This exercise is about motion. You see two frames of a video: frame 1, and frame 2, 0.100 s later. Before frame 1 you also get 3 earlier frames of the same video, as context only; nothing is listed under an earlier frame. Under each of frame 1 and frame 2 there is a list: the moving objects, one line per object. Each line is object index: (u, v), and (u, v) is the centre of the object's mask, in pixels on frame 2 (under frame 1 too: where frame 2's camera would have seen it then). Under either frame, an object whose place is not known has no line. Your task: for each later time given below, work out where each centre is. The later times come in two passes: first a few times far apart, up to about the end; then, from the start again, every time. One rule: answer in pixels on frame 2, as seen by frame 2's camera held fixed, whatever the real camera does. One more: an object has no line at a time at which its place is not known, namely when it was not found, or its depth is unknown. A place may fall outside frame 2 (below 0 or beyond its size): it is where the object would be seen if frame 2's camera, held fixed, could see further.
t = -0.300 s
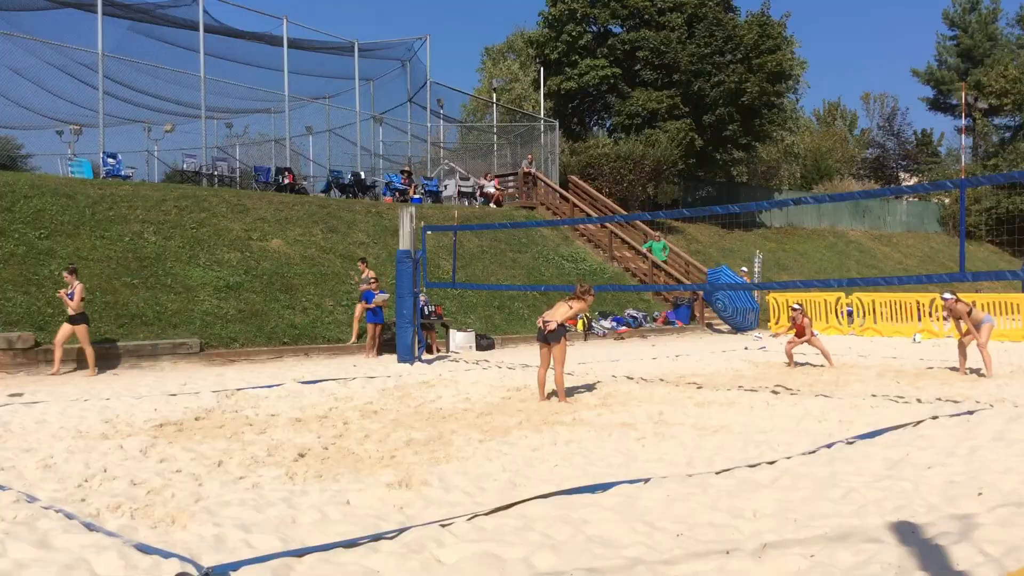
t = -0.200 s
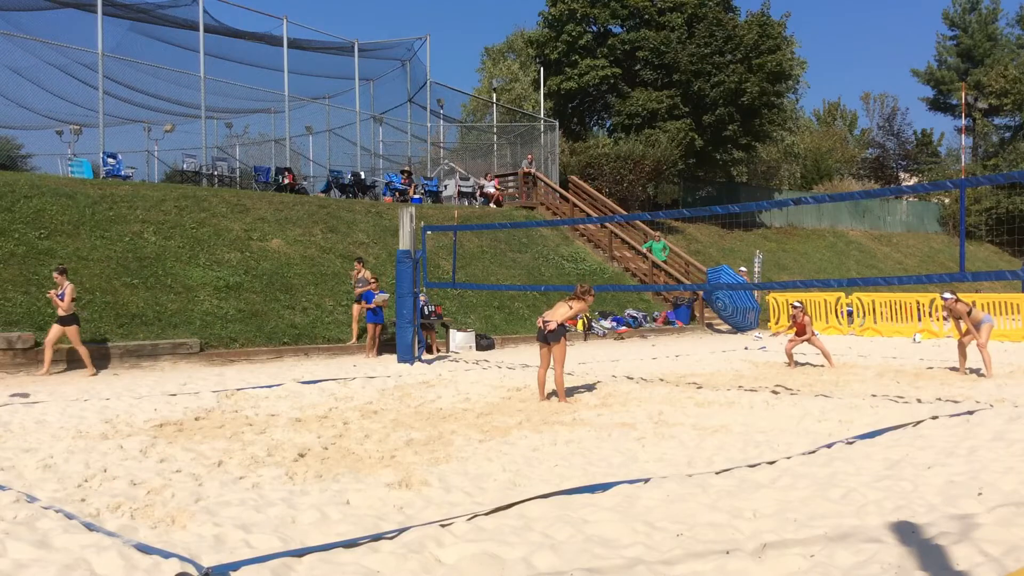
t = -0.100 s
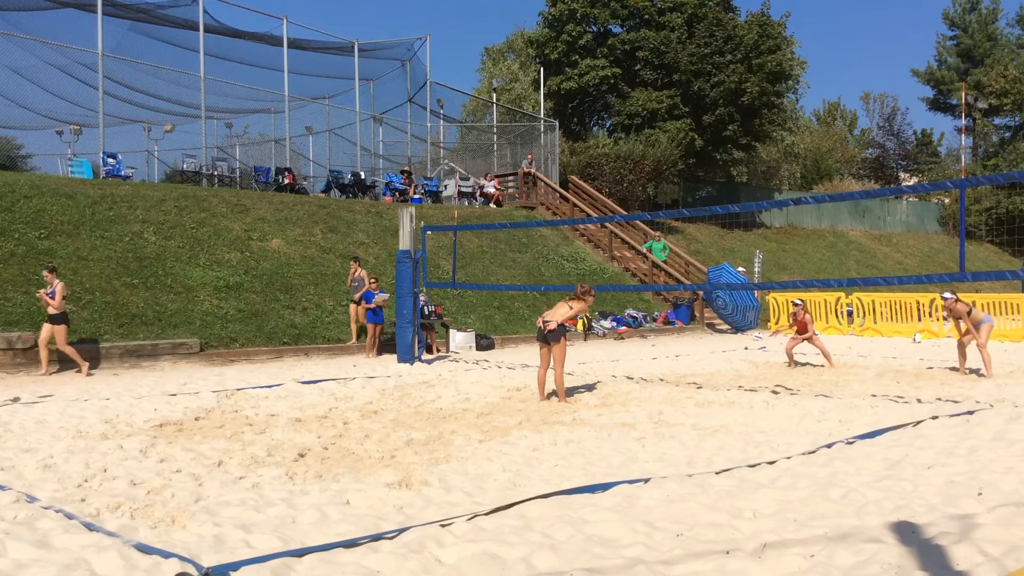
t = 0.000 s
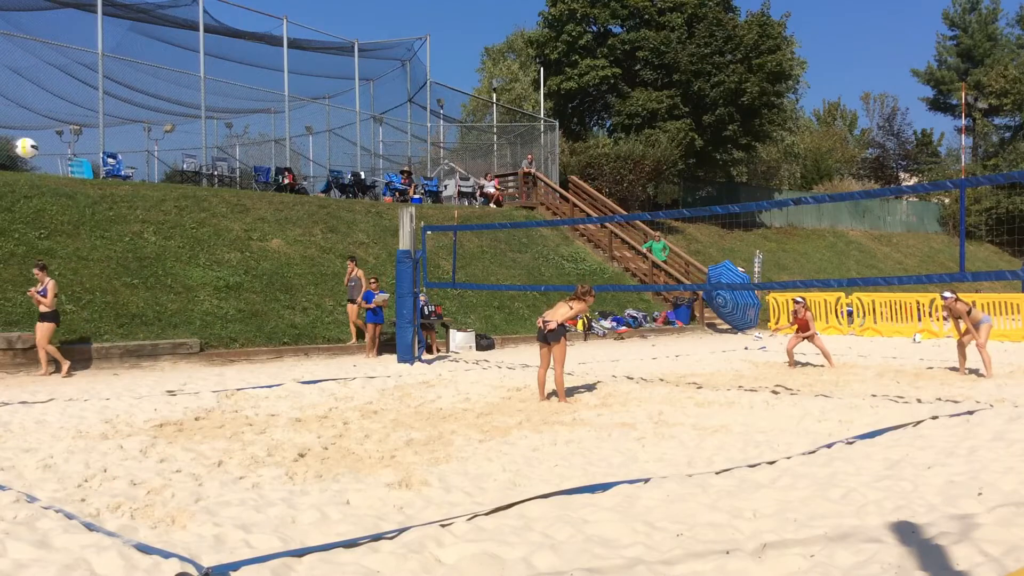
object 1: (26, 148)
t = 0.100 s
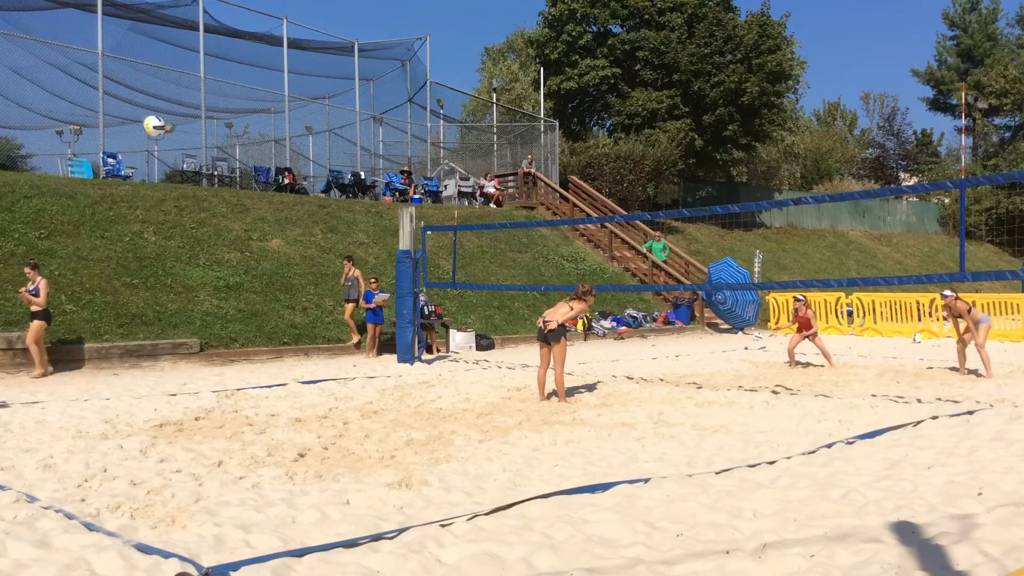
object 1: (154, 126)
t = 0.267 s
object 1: (343, 107)
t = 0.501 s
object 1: (563, 115)
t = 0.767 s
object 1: (778, 168)
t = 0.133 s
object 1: (195, 120)
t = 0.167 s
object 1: (233, 116)
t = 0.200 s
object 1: (271, 112)
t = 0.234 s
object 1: (307, 109)
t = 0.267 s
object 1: (343, 107)
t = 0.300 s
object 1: (376, 106)
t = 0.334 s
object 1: (410, 106)
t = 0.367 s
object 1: (441, 107)
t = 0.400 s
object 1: (472, 108)
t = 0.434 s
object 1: (504, 109)
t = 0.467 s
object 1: (533, 112)
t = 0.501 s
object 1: (563, 115)
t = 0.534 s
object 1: (592, 119)
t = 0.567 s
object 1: (620, 124)
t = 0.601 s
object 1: (648, 130)
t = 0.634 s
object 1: (675, 136)
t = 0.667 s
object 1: (701, 143)
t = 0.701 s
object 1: (727, 151)
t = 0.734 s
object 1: (753, 159)
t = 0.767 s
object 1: (778, 168)
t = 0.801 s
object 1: (802, 178)
